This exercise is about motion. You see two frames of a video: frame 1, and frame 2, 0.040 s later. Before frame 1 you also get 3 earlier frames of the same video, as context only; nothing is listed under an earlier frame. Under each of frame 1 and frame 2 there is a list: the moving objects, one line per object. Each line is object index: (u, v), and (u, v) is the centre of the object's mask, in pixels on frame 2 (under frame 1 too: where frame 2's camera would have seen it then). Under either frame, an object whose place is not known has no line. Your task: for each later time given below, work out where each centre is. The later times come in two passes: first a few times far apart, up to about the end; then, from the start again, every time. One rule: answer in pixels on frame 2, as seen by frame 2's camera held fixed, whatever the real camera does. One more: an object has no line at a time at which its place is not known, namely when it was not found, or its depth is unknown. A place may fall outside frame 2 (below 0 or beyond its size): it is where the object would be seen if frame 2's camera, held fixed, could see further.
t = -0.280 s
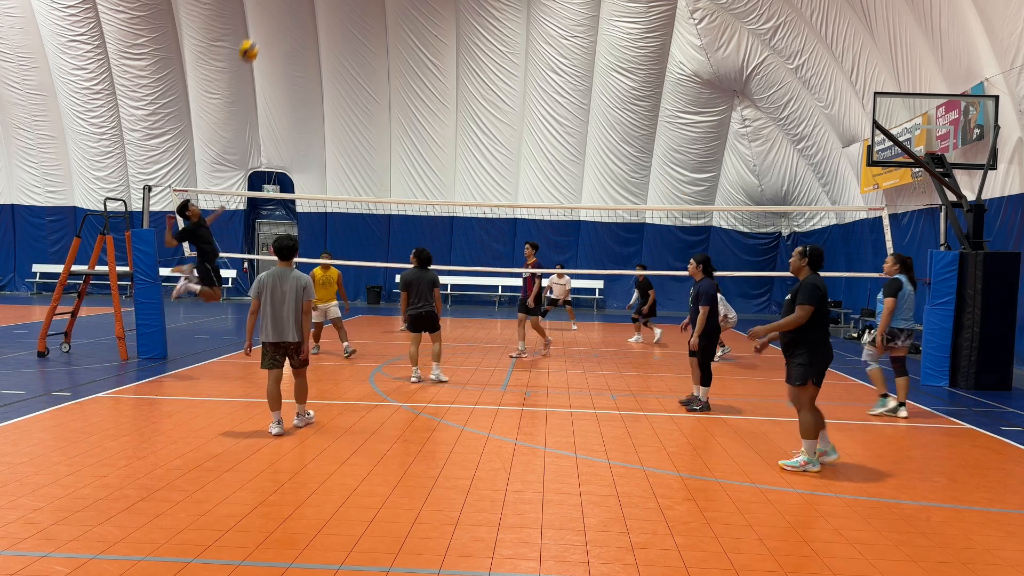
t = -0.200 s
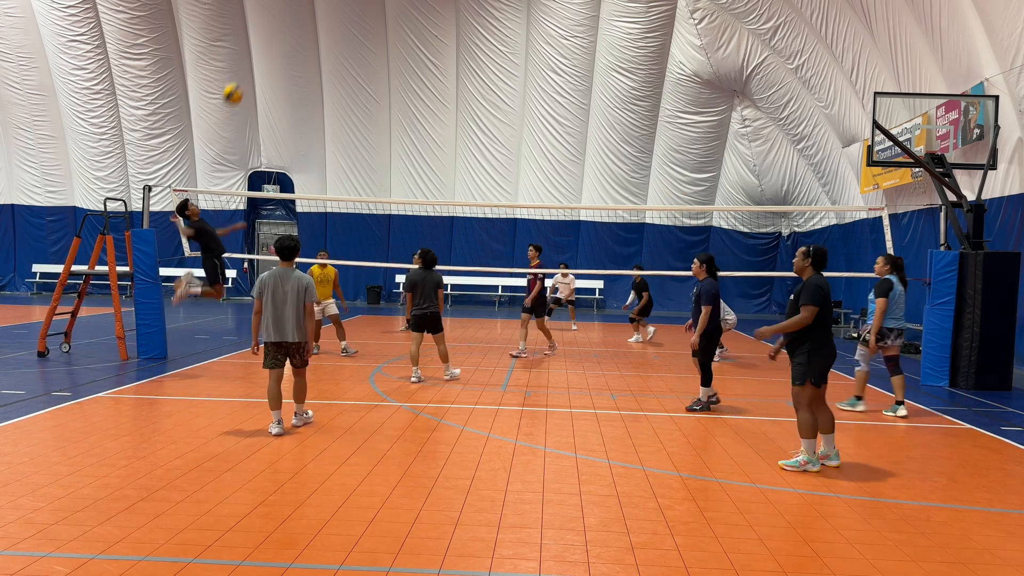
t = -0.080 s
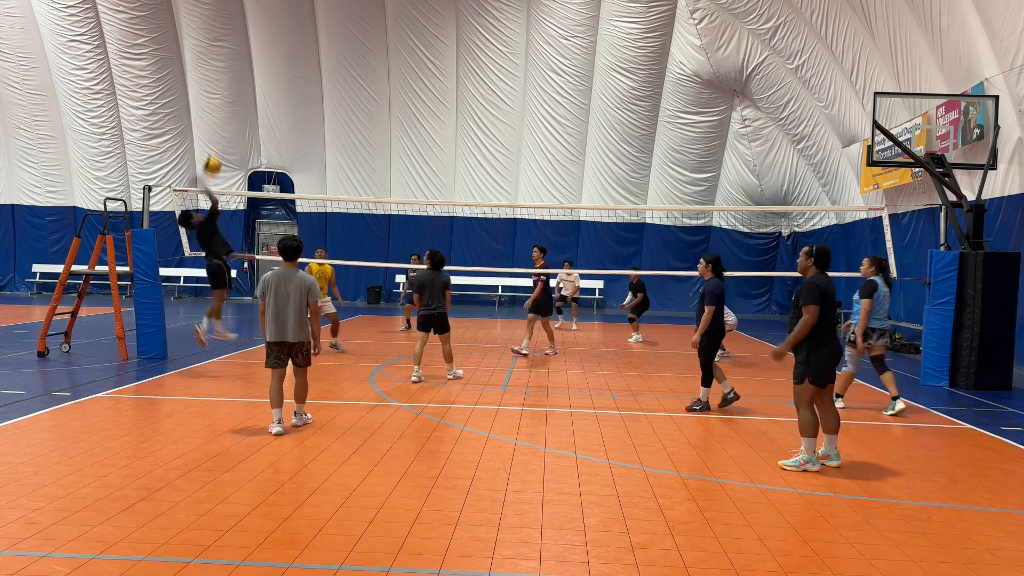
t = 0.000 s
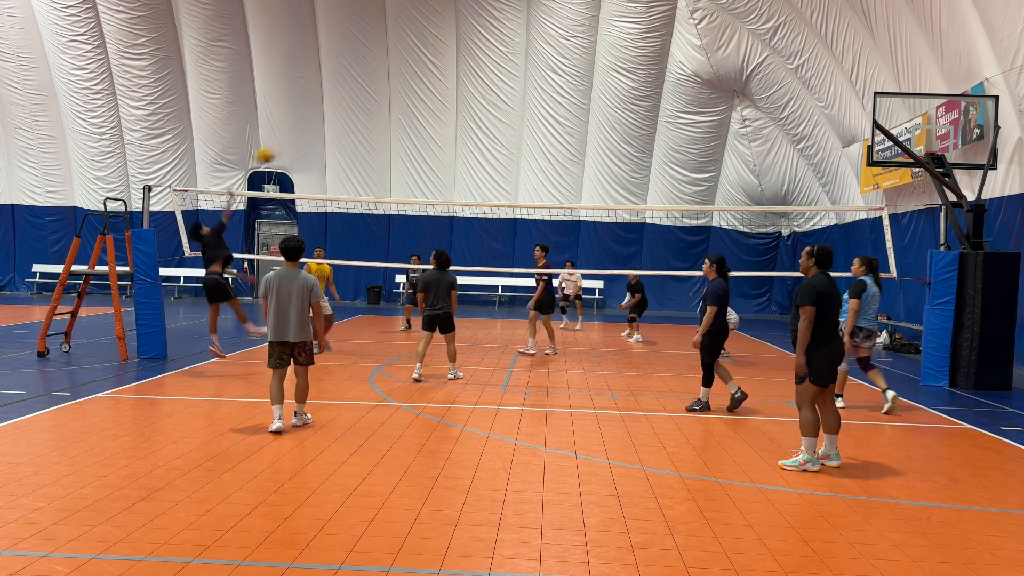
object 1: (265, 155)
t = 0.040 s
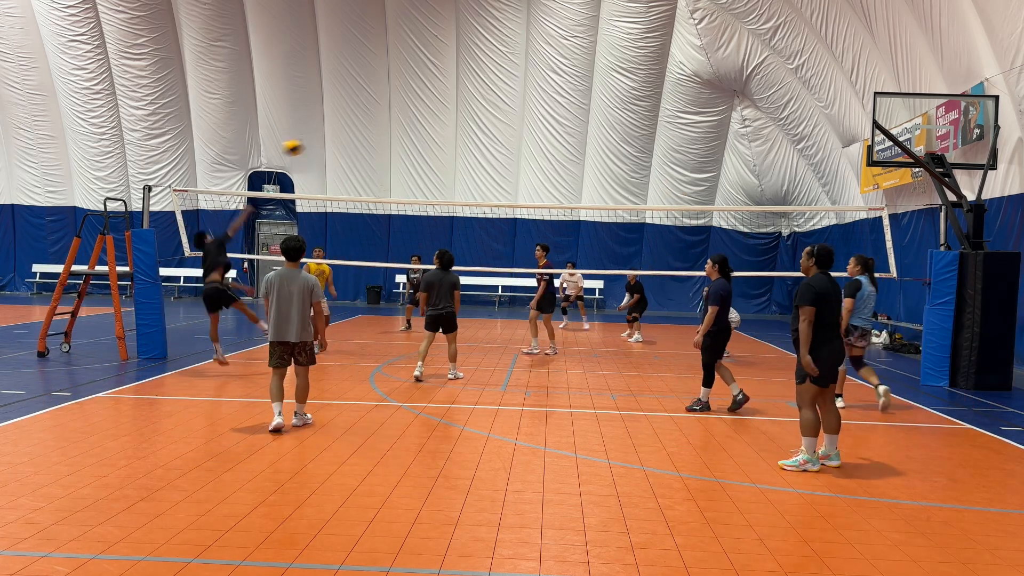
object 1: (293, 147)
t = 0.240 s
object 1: (412, 134)
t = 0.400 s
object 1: (482, 143)
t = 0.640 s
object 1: (561, 181)
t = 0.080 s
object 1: (320, 141)
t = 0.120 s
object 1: (345, 138)
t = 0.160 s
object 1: (368, 135)
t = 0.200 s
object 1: (391, 133)
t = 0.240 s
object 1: (412, 134)
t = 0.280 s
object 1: (431, 134)
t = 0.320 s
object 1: (449, 136)
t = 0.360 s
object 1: (465, 139)
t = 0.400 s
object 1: (482, 143)
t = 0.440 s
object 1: (497, 147)
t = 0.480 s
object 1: (512, 153)
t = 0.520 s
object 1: (525, 159)
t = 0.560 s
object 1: (538, 166)
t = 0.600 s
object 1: (550, 173)
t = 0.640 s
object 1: (561, 181)
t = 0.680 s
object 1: (572, 190)
